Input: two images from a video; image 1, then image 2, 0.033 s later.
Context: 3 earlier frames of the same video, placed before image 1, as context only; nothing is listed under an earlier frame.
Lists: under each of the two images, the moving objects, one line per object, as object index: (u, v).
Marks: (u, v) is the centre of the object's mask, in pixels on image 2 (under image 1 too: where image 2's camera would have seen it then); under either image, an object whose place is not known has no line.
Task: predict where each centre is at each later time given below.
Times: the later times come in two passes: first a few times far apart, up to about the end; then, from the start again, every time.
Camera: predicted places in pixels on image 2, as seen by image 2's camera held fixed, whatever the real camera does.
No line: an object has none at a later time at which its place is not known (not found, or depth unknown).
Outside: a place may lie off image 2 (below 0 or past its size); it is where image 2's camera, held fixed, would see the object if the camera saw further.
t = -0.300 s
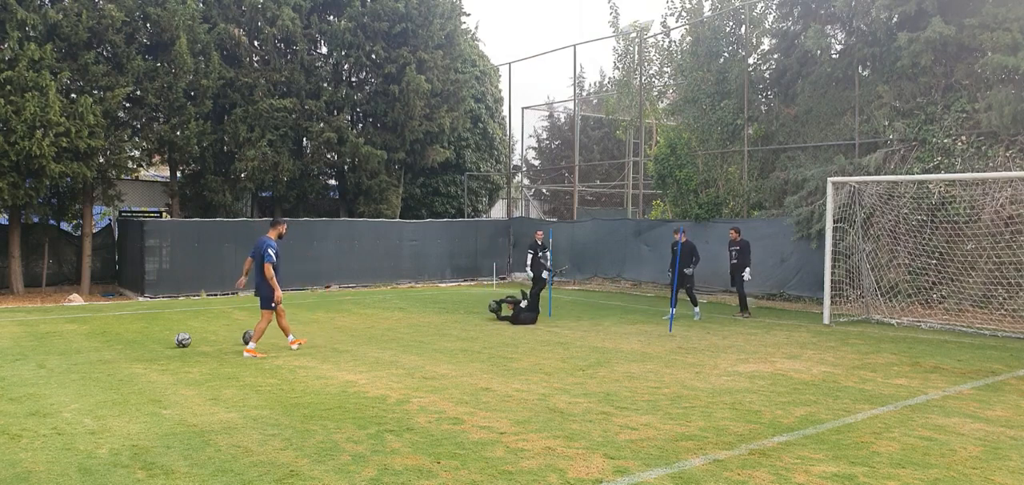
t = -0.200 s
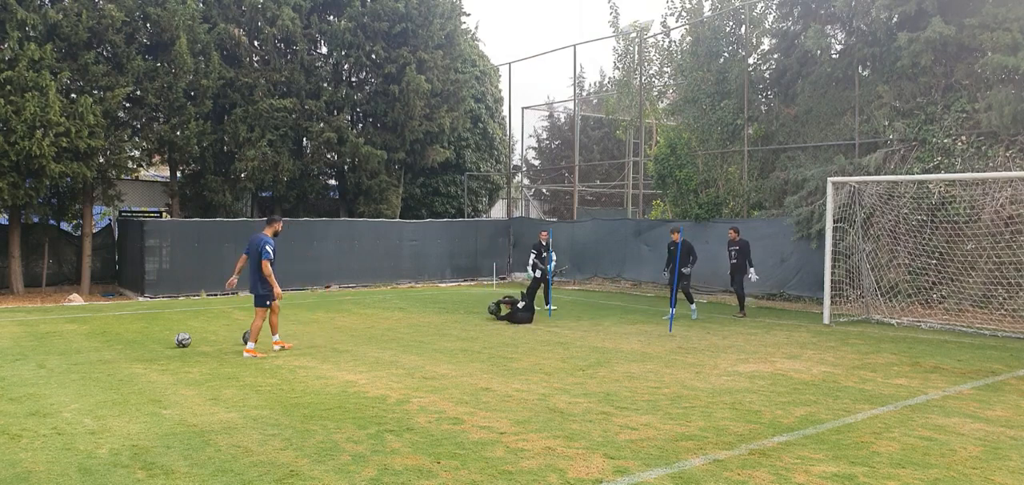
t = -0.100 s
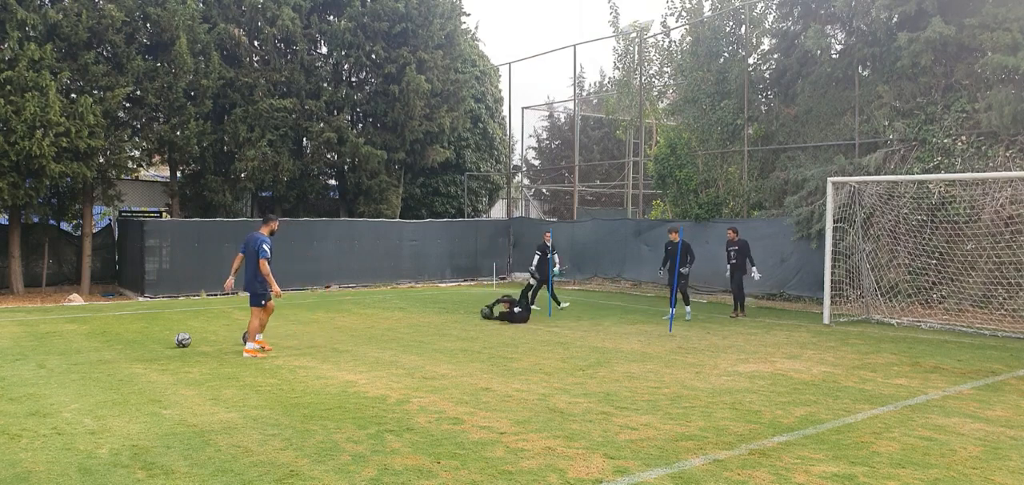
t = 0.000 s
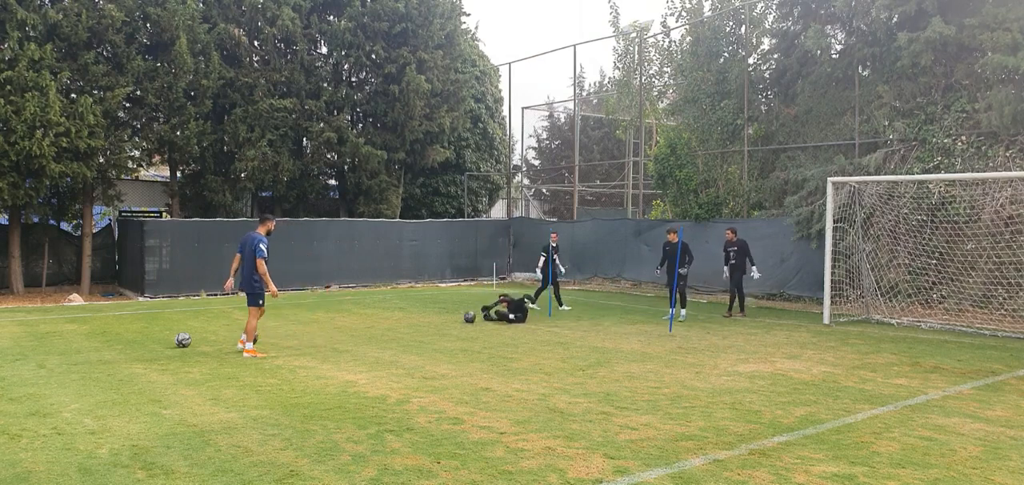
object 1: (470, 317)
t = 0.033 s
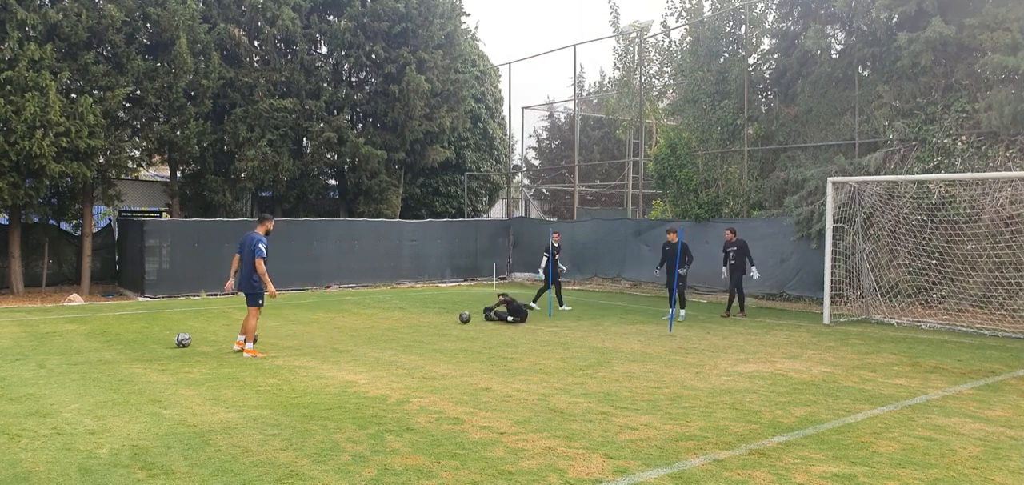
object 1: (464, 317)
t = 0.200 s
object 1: (440, 322)
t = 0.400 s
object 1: (414, 326)
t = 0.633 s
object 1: (384, 332)
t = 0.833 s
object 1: (357, 336)
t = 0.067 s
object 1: (460, 318)
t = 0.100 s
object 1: (454, 319)
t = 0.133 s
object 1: (449, 320)
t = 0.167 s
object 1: (445, 321)
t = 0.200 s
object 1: (440, 322)
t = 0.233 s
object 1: (436, 322)
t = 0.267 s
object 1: (432, 323)
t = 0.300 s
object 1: (427, 325)
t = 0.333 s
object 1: (423, 325)
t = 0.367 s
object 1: (419, 326)
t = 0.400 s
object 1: (414, 326)
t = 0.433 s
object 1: (410, 327)
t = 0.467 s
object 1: (406, 328)
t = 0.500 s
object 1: (401, 329)
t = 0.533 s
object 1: (397, 329)
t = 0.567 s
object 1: (393, 330)
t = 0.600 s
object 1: (388, 331)
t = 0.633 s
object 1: (384, 332)
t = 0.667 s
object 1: (380, 332)
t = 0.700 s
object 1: (375, 333)
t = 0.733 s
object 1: (371, 334)
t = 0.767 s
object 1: (366, 334)
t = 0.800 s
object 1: (362, 335)
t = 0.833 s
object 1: (357, 336)
